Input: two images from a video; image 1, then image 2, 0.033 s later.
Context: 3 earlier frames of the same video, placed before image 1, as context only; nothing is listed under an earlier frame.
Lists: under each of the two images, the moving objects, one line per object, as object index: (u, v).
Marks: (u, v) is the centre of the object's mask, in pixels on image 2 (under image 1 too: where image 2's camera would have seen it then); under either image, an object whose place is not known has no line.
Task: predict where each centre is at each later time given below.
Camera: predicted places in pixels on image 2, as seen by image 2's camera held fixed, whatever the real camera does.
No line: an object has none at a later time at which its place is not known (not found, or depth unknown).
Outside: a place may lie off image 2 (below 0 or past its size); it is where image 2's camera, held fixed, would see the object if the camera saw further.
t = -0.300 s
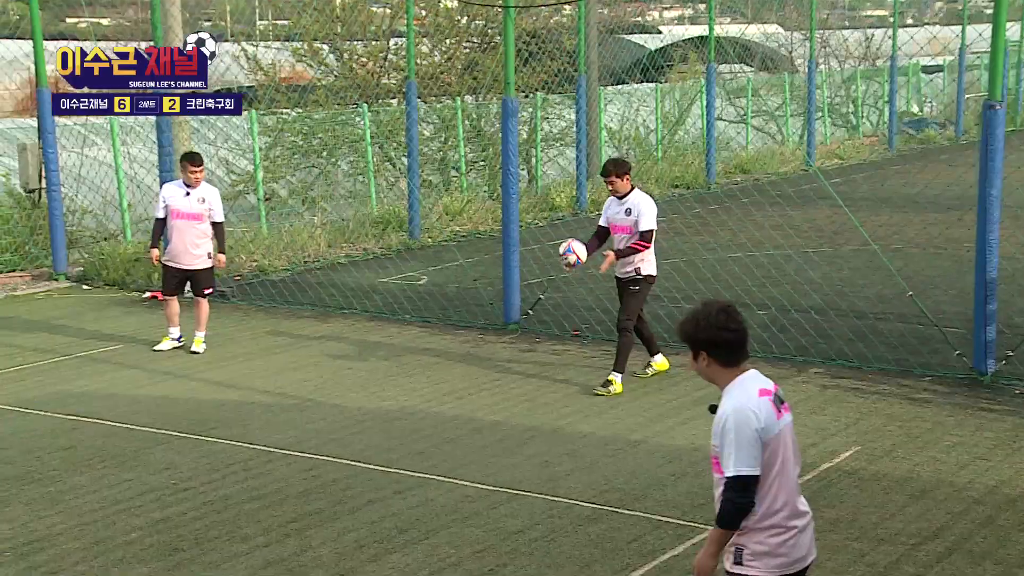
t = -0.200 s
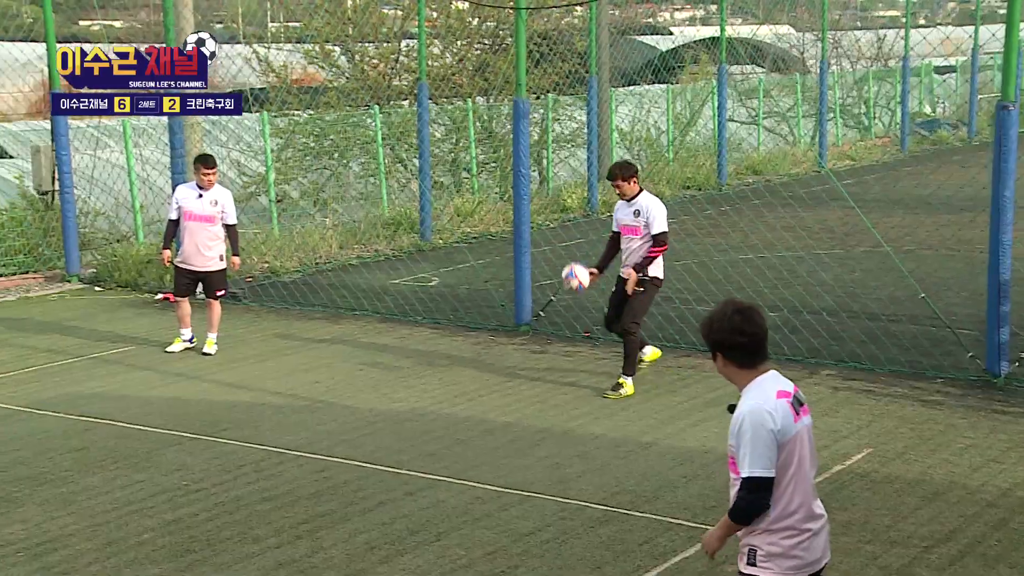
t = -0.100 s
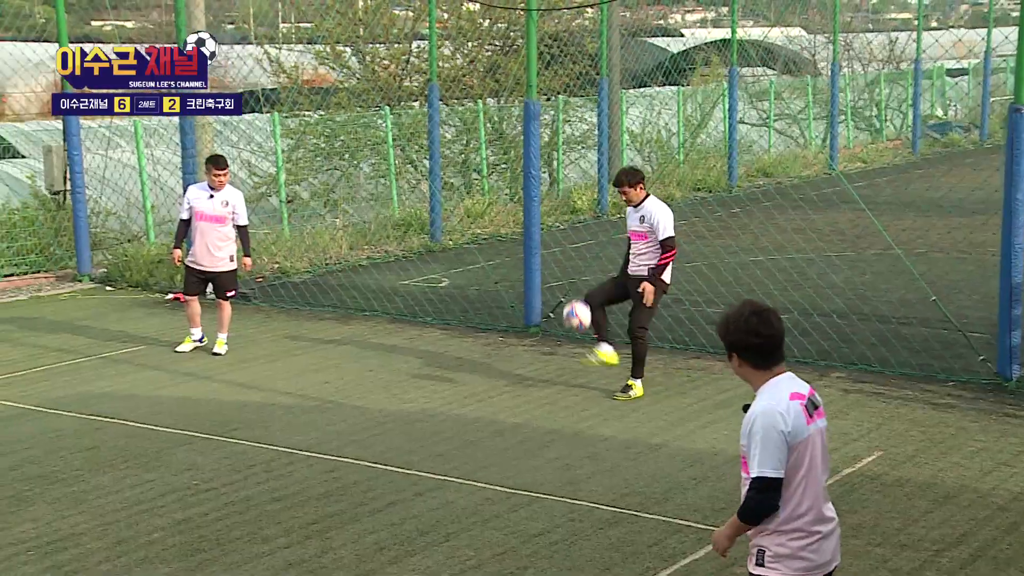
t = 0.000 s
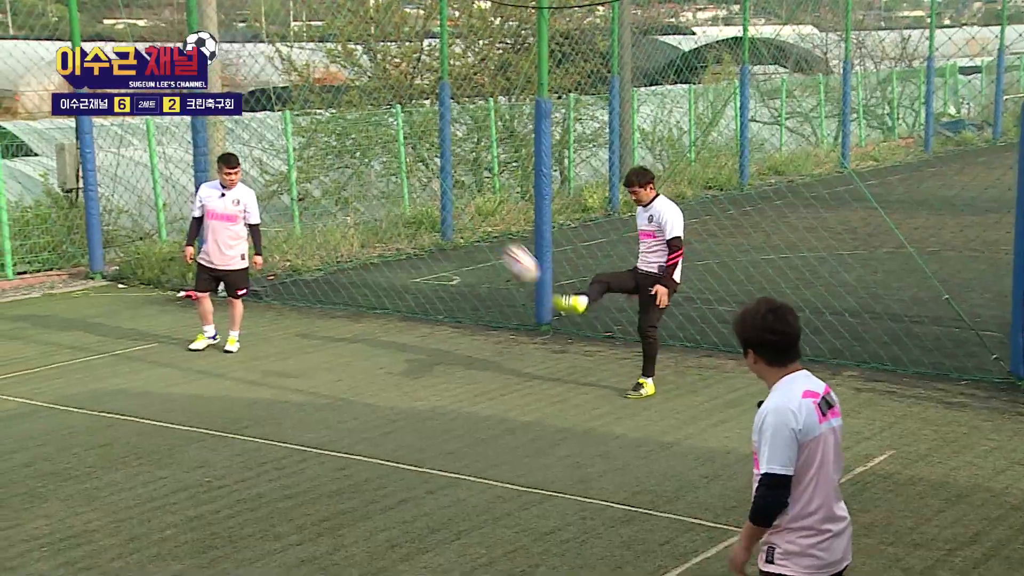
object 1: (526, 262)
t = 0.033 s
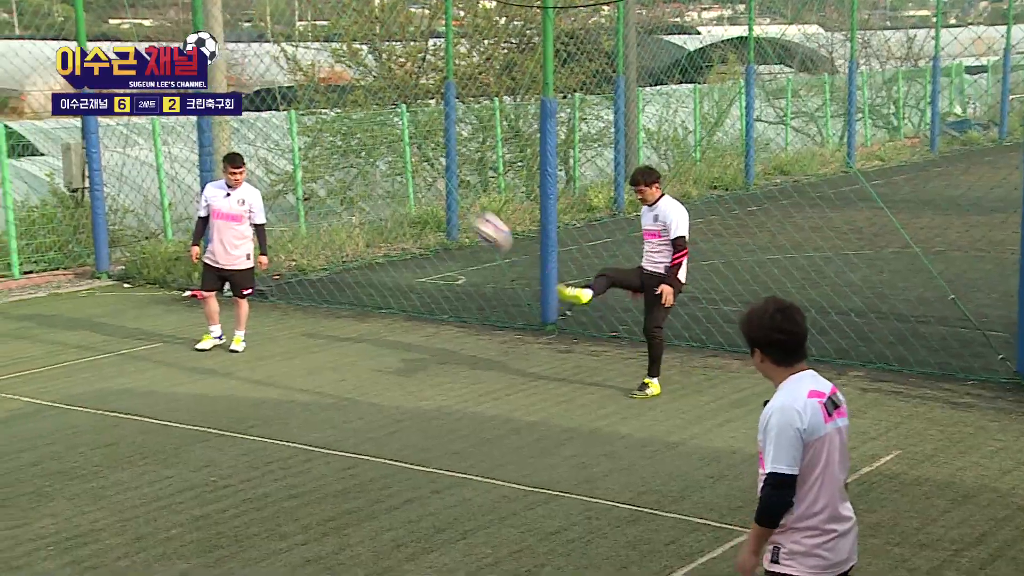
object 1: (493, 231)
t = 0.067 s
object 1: (456, 197)
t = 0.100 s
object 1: (421, 166)
